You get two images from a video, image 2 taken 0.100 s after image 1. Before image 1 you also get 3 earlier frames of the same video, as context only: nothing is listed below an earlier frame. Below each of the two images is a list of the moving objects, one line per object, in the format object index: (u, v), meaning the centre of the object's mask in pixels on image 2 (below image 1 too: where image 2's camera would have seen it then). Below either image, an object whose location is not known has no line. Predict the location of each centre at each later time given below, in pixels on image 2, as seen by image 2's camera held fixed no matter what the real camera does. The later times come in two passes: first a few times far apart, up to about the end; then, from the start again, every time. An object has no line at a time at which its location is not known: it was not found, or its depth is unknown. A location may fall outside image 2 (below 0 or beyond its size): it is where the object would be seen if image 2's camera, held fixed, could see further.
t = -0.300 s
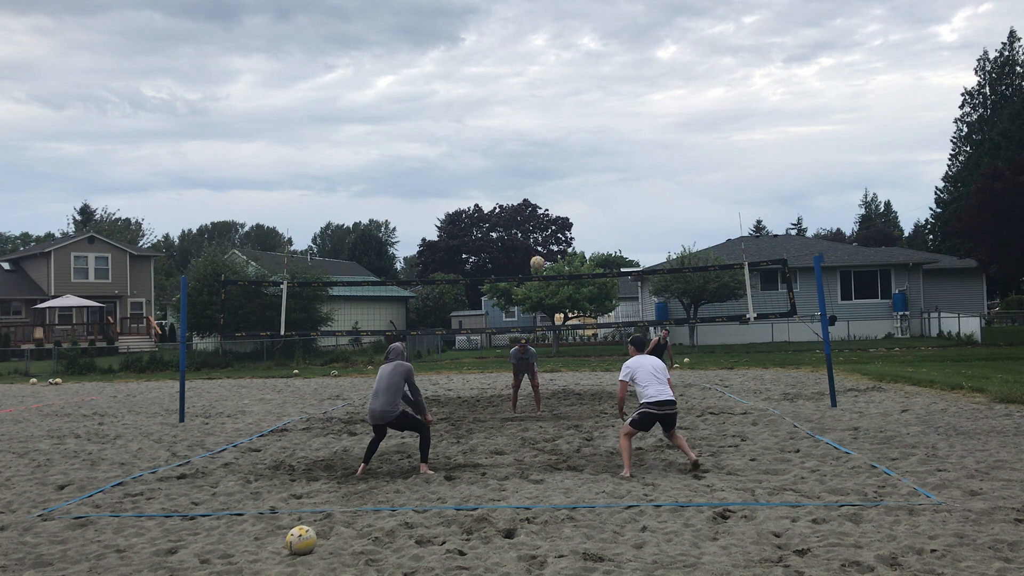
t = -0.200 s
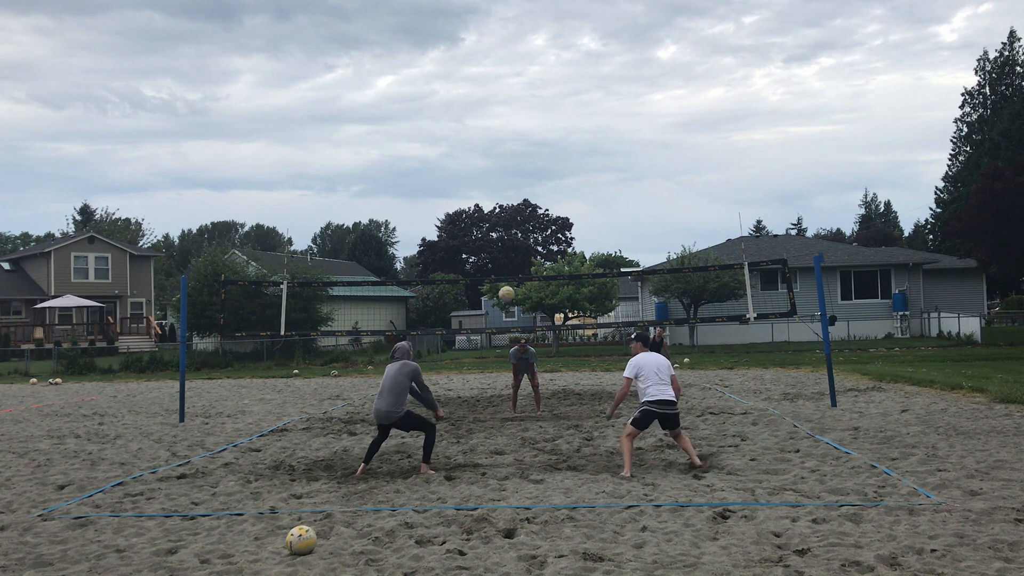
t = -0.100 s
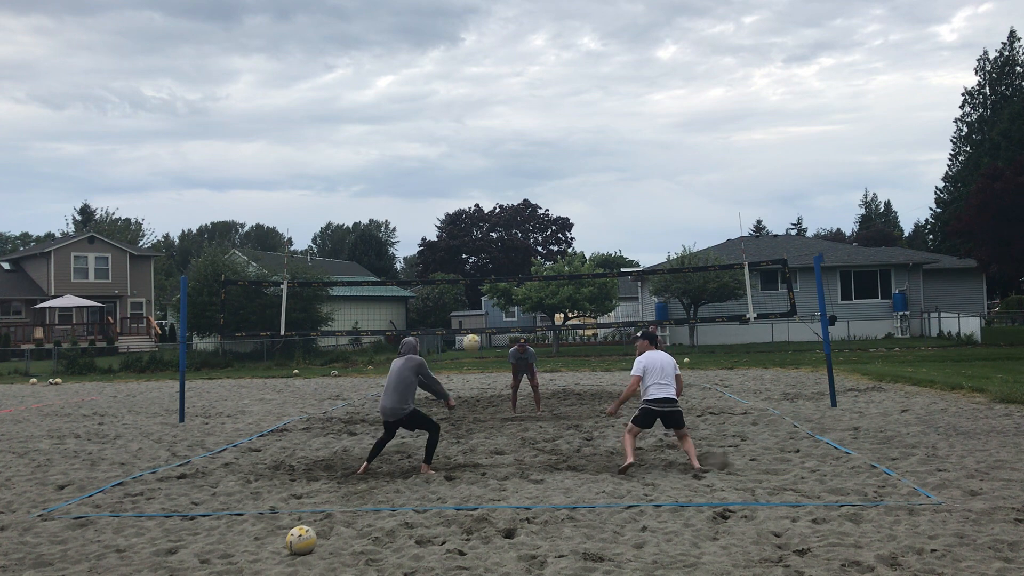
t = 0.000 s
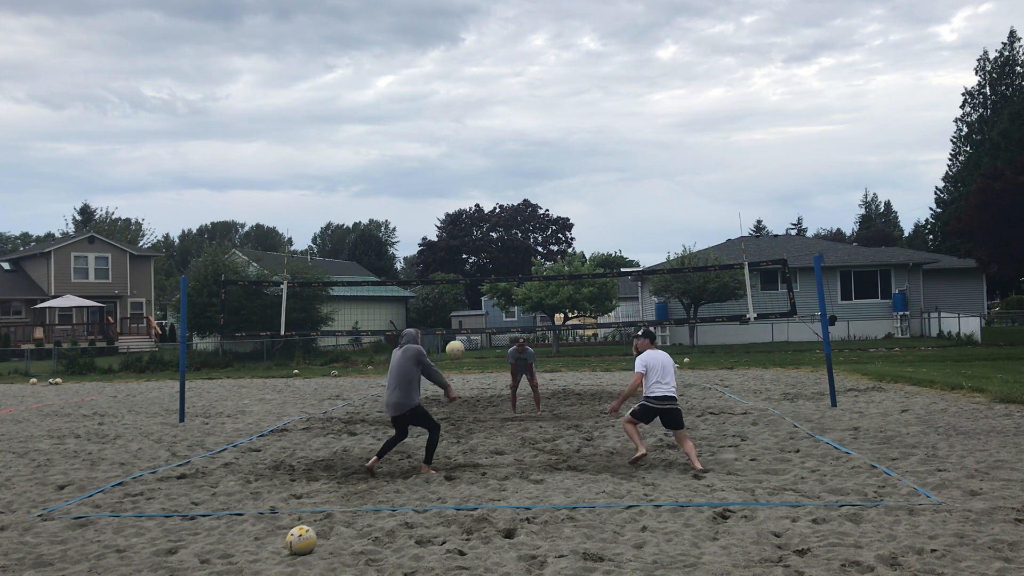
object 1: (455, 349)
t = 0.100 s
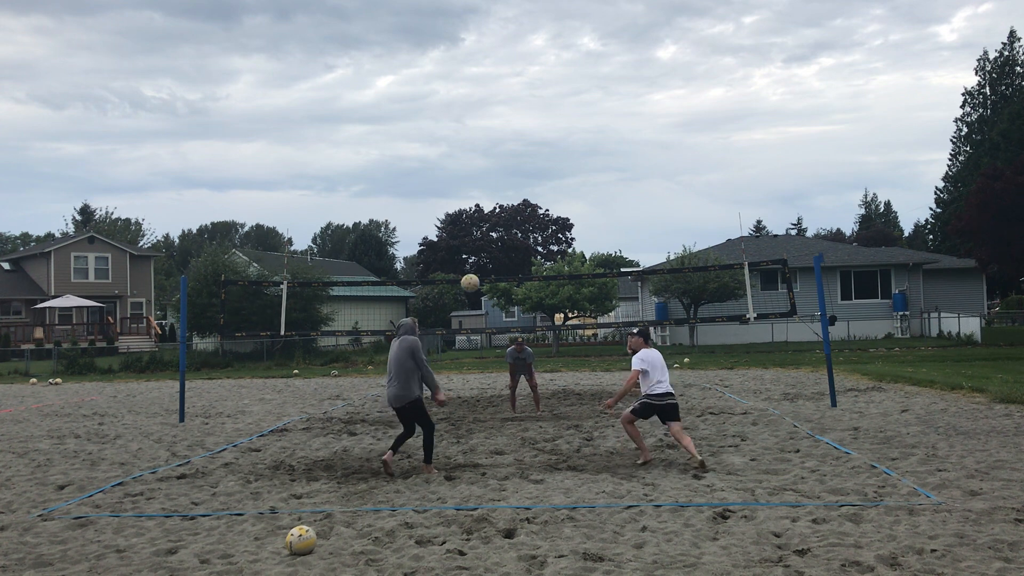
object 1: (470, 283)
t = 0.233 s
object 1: (489, 210)
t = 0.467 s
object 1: (520, 123)
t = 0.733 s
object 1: (555, 81)
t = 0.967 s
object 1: (585, 90)
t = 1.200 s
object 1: (614, 139)
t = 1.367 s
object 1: (634, 195)
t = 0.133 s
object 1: (475, 264)
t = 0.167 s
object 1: (480, 244)
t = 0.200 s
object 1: (484, 226)
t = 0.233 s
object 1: (489, 210)
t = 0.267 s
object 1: (494, 194)
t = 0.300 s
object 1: (498, 180)
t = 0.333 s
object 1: (503, 167)
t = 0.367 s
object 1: (507, 154)
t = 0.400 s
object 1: (512, 143)
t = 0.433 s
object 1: (516, 132)
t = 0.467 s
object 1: (520, 123)
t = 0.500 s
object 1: (525, 114)
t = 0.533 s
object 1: (529, 107)
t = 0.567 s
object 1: (534, 100)
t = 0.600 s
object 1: (538, 94)
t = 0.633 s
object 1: (542, 90)
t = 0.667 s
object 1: (547, 86)
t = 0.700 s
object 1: (551, 83)
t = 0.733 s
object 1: (555, 81)
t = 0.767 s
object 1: (560, 80)
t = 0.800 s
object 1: (564, 80)
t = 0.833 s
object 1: (568, 80)
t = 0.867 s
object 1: (572, 81)
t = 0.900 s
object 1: (576, 83)
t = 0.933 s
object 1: (581, 87)
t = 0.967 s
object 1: (585, 90)
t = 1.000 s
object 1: (589, 95)
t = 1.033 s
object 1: (593, 100)
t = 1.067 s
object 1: (597, 107)
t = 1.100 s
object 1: (601, 114)
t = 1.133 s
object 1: (606, 121)
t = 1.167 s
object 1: (610, 129)
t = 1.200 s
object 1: (614, 139)
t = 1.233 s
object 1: (618, 148)
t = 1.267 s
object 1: (622, 159)
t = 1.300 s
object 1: (626, 170)
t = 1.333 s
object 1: (630, 182)
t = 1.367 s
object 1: (634, 195)
